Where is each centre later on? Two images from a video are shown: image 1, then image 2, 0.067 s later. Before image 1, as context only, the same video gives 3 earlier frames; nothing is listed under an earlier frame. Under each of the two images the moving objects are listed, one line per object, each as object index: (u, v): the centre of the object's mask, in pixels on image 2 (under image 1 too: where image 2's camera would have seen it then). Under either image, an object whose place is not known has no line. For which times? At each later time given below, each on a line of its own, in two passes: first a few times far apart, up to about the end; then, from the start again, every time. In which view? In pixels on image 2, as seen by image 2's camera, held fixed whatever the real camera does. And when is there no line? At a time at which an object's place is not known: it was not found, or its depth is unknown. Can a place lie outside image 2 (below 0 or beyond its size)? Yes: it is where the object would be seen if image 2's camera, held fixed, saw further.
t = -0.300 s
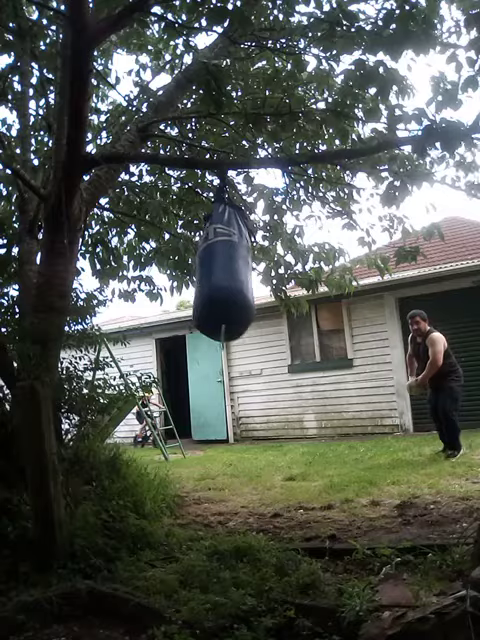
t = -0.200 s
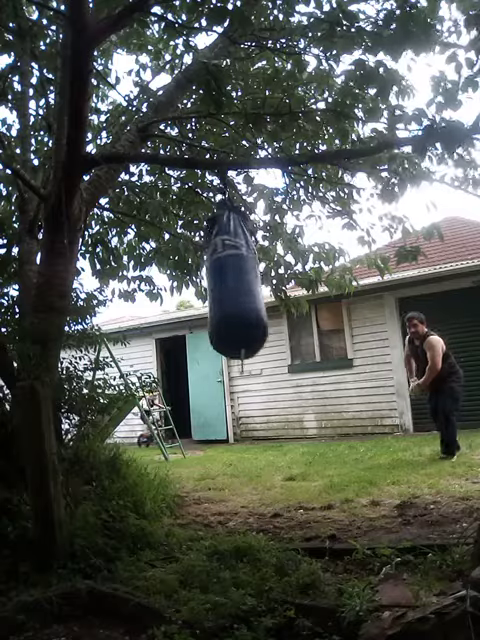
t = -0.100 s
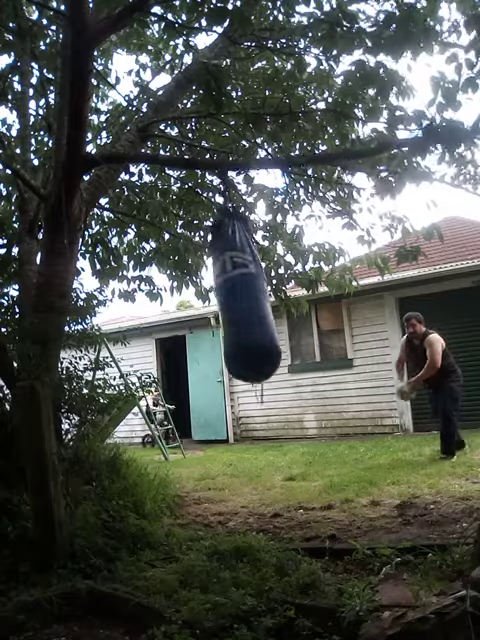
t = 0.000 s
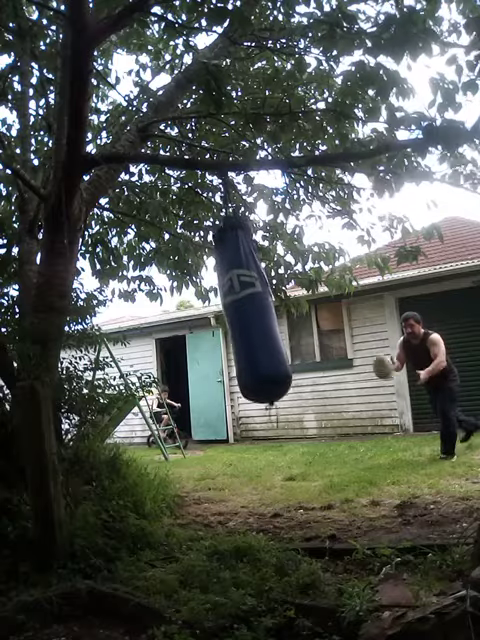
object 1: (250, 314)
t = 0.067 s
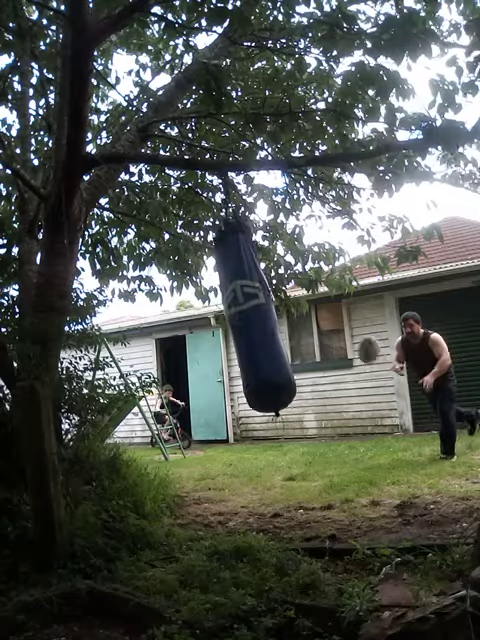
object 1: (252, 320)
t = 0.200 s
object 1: (254, 327)
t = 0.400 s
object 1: (247, 316)
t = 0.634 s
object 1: (235, 295)
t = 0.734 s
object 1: (230, 292)
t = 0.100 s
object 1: (253, 323)
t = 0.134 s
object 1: (254, 325)
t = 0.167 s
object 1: (254, 327)
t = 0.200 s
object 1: (254, 327)
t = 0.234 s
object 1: (254, 326)
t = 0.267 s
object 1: (253, 326)
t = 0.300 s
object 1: (252, 323)
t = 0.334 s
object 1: (251, 321)
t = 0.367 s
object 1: (249, 319)
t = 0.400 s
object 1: (247, 316)
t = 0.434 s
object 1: (246, 312)
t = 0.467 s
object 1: (244, 309)
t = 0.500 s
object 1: (244, 306)
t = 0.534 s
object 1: (241, 302)
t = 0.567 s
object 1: (239, 300)
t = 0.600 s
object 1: (237, 297)
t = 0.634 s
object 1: (235, 295)
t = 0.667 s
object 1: (233, 294)
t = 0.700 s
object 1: (231, 293)
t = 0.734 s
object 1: (230, 292)
